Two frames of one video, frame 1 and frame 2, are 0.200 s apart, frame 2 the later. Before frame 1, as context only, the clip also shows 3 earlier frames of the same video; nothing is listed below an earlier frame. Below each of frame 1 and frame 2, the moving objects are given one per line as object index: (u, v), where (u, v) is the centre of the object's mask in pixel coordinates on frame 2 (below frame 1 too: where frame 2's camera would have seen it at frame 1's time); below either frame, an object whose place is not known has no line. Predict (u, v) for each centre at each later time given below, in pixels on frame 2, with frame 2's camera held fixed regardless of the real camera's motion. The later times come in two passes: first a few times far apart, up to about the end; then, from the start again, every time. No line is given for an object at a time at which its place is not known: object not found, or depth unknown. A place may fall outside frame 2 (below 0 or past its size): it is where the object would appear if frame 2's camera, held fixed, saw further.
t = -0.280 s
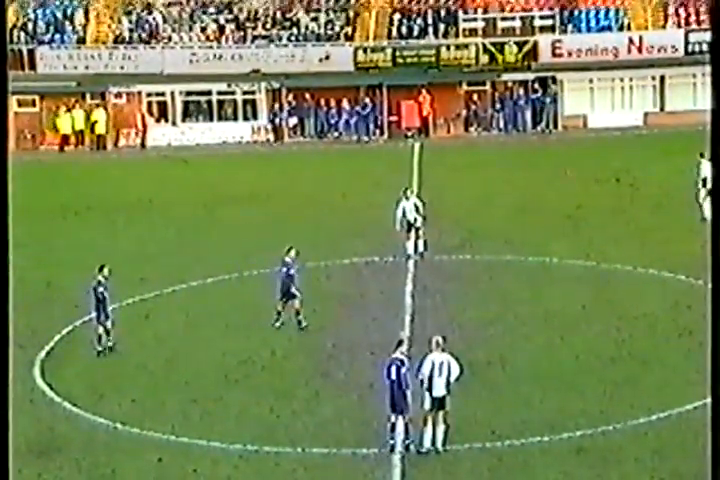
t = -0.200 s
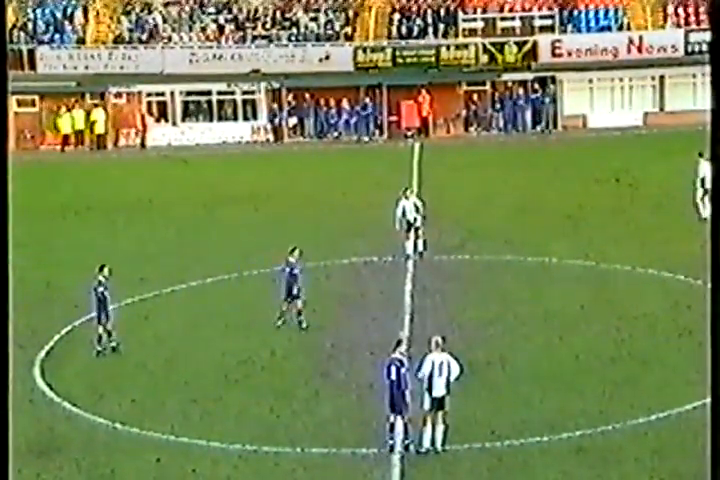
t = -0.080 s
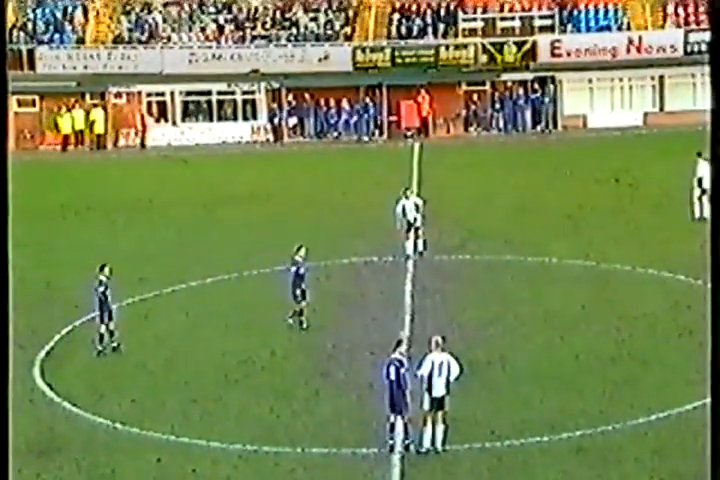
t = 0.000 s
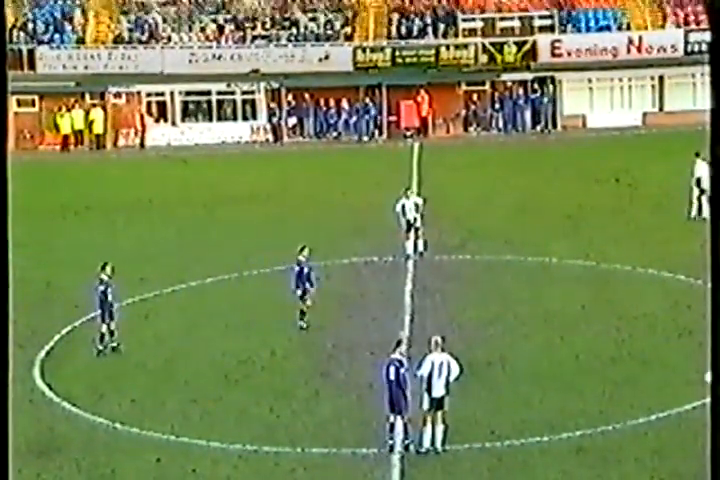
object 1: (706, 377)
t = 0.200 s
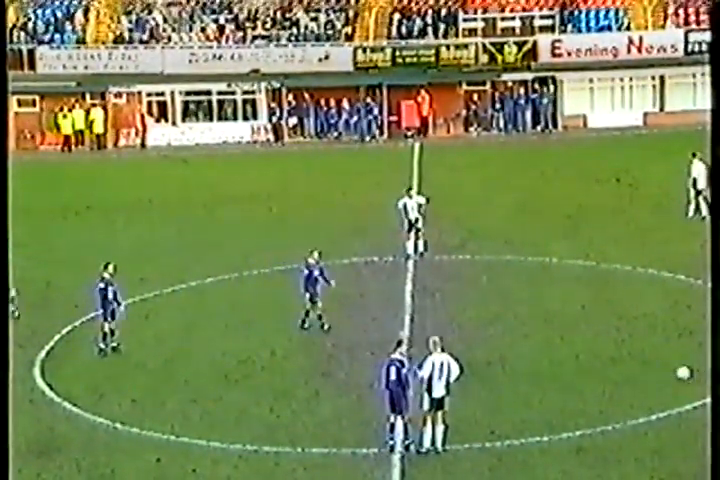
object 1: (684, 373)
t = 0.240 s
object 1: (678, 372)
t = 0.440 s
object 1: (651, 368)
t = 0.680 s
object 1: (623, 364)
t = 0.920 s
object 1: (594, 359)
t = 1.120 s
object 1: (573, 356)
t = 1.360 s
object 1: (549, 352)
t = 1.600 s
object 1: (527, 350)
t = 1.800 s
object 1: (510, 348)
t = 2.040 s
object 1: (490, 344)
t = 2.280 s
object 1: (472, 341)
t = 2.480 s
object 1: (457, 340)
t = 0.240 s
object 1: (678, 372)
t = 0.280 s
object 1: (673, 371)
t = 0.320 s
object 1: (667, 370)
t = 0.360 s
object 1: (662, 369)
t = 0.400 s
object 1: (657, 368)
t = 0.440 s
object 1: (651, 368)
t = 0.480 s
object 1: (646, 367)
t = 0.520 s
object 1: (641, 366)
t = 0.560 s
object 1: (636, 366)
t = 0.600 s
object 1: (632, 365)
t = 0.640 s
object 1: (626, 363)
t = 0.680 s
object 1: (623, 364)
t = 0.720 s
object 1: (618, 362)
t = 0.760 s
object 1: (612, 362)
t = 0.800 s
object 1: (608, 361)
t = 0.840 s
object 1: (603, 360)
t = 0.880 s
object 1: (599, 360)
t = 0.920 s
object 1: (594, 359)
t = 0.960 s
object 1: (590, 359)
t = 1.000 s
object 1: (586, 358)
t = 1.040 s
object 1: (582, 358)
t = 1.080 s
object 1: (578, 357)
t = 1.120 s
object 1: (573, 356)
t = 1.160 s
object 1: (569, 355)
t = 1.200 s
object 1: (565, 355)
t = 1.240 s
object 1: (561, 354)
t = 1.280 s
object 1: (557, 353)
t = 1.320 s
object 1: (553, 353)
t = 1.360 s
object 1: (549, 352)
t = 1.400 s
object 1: (545, 352)
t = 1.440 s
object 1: (542, 352)
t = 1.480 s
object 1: (538, 351)
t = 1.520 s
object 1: (535, 350)
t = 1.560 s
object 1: (530, 350)
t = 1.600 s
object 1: (527, 350)
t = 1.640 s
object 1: (523, 349)
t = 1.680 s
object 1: (520, 348)
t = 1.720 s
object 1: (516, 348)
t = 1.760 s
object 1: (513, 348)
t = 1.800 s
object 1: (510, 348)
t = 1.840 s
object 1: (507, 347)
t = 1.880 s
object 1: (503, 346)
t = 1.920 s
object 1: (500, 346)
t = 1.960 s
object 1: (496, 345)
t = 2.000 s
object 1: (493, 345)
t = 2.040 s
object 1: (490, 344)
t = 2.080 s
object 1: (487, 343)
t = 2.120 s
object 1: (484, 343)
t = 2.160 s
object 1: (481, 343)
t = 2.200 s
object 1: (478, 342)
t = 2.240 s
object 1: (475, 342)
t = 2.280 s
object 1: (472, 341)
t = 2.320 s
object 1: (468, 341)
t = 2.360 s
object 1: (466, 340)
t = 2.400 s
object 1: (462, 340)
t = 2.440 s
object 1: (460, 340)
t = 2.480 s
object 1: (457, 340)
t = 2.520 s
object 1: (454, 339)
